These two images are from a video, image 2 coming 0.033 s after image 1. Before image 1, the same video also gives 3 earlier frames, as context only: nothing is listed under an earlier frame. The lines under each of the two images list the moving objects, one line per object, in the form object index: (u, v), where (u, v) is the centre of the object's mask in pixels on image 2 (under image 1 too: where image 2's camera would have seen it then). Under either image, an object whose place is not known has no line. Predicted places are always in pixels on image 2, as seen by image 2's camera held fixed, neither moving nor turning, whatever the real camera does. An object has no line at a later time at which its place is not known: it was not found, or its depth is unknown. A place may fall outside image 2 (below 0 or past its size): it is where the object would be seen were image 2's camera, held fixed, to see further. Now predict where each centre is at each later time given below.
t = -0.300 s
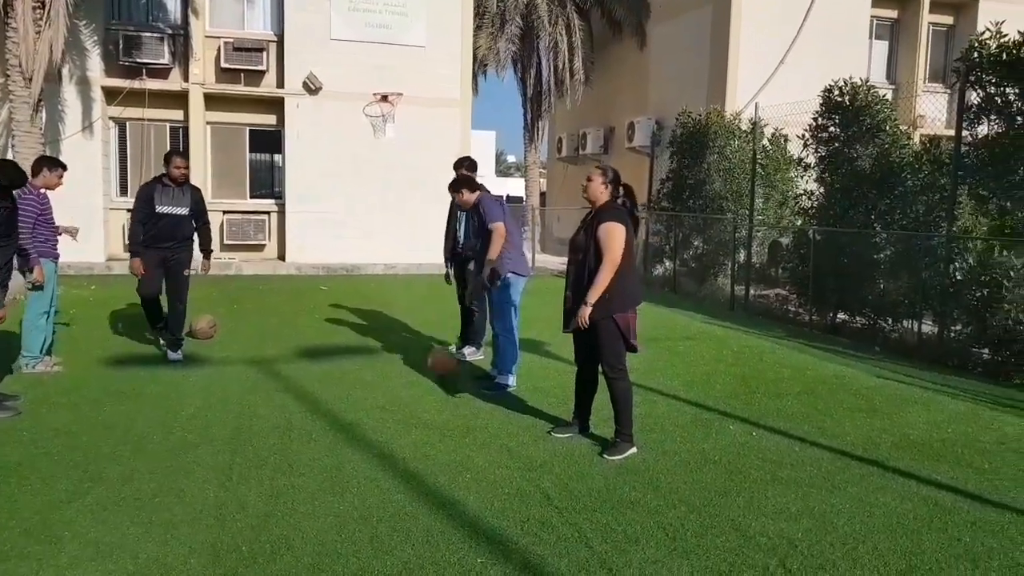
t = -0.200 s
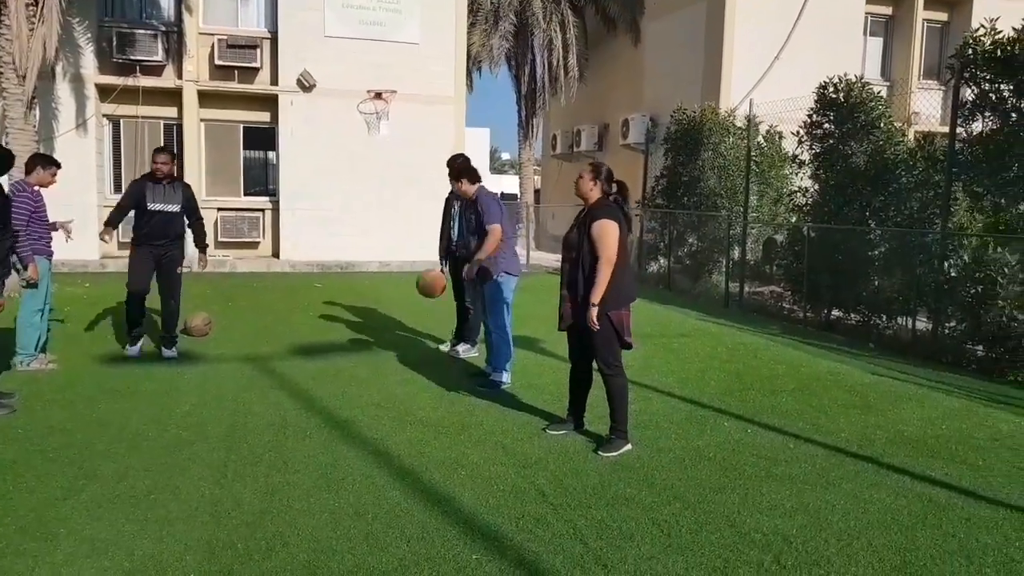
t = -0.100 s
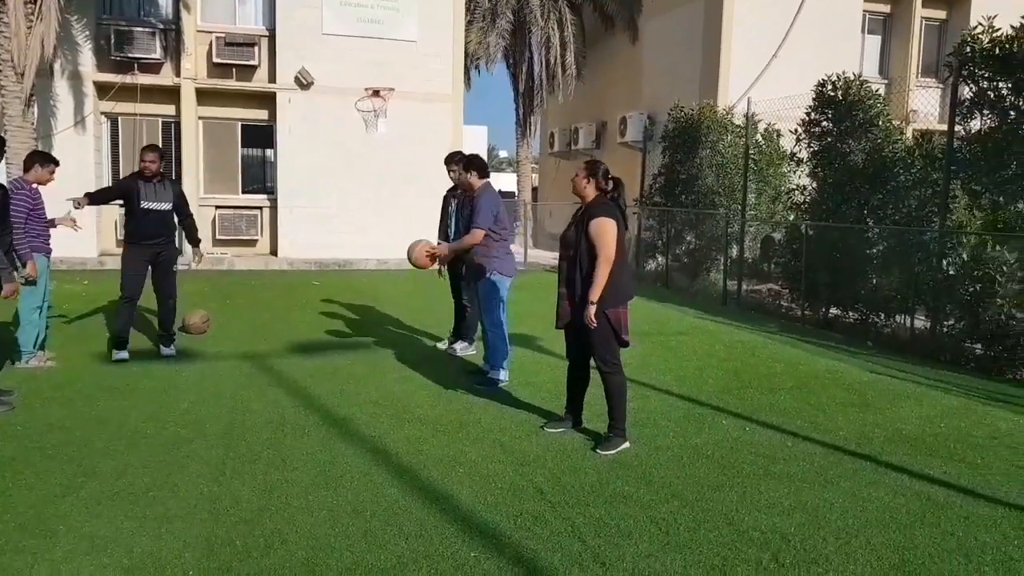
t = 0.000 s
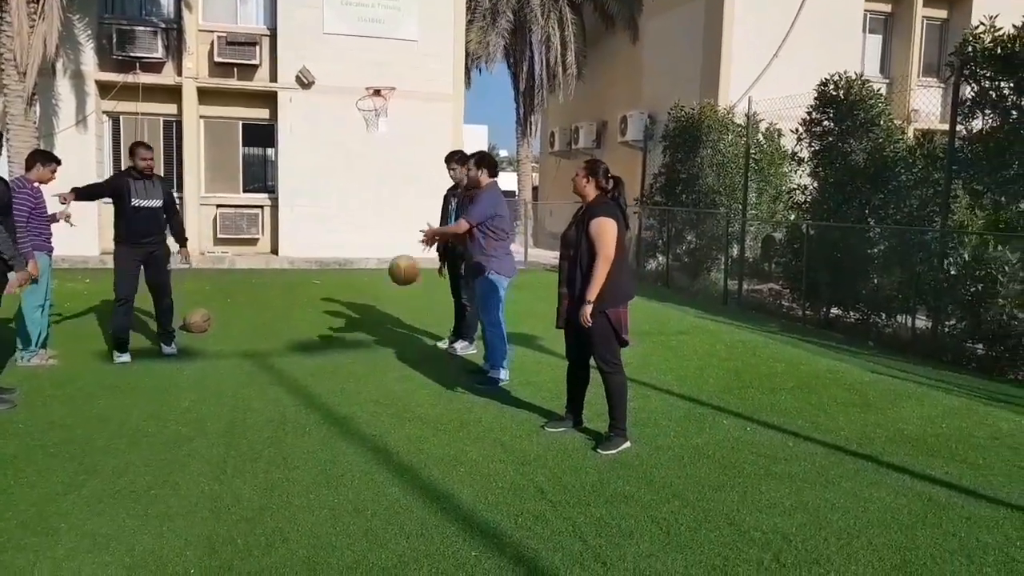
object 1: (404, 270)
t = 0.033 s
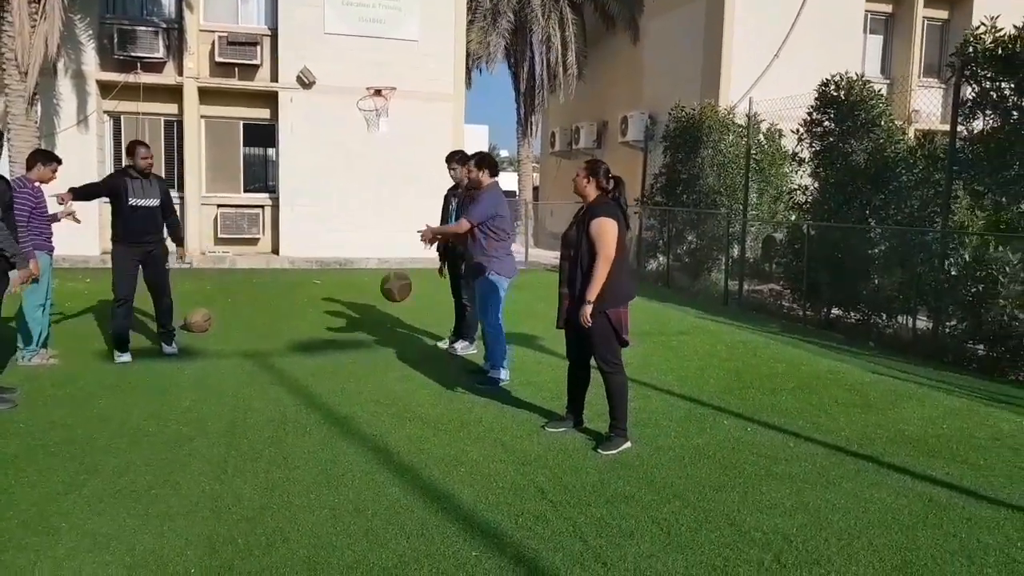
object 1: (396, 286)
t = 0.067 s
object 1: (387, 308)
